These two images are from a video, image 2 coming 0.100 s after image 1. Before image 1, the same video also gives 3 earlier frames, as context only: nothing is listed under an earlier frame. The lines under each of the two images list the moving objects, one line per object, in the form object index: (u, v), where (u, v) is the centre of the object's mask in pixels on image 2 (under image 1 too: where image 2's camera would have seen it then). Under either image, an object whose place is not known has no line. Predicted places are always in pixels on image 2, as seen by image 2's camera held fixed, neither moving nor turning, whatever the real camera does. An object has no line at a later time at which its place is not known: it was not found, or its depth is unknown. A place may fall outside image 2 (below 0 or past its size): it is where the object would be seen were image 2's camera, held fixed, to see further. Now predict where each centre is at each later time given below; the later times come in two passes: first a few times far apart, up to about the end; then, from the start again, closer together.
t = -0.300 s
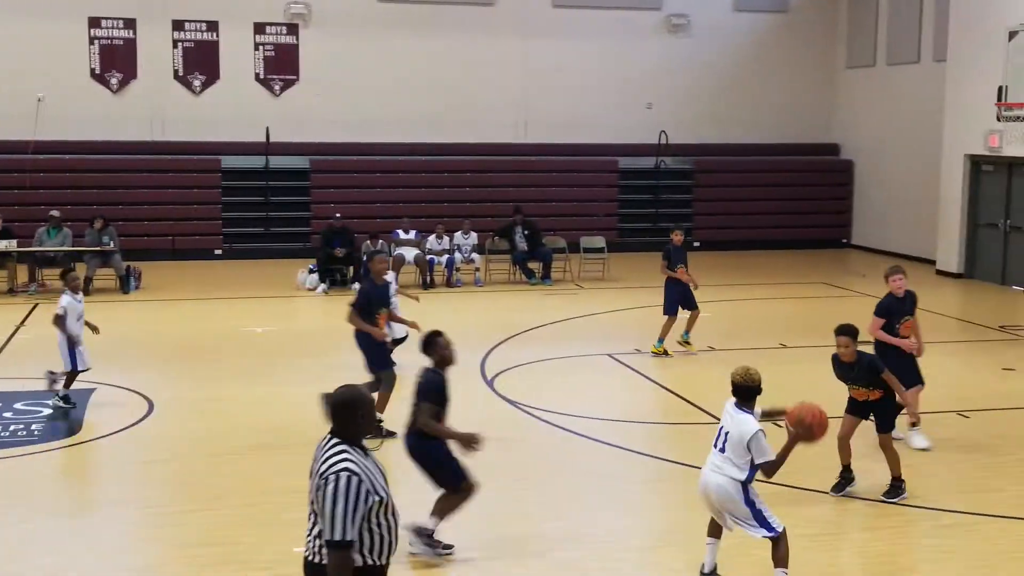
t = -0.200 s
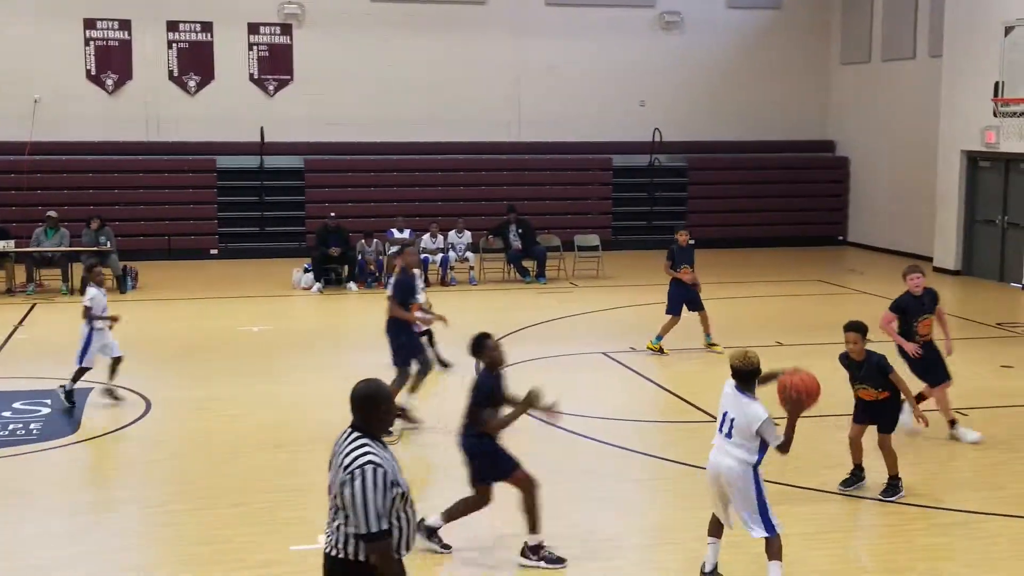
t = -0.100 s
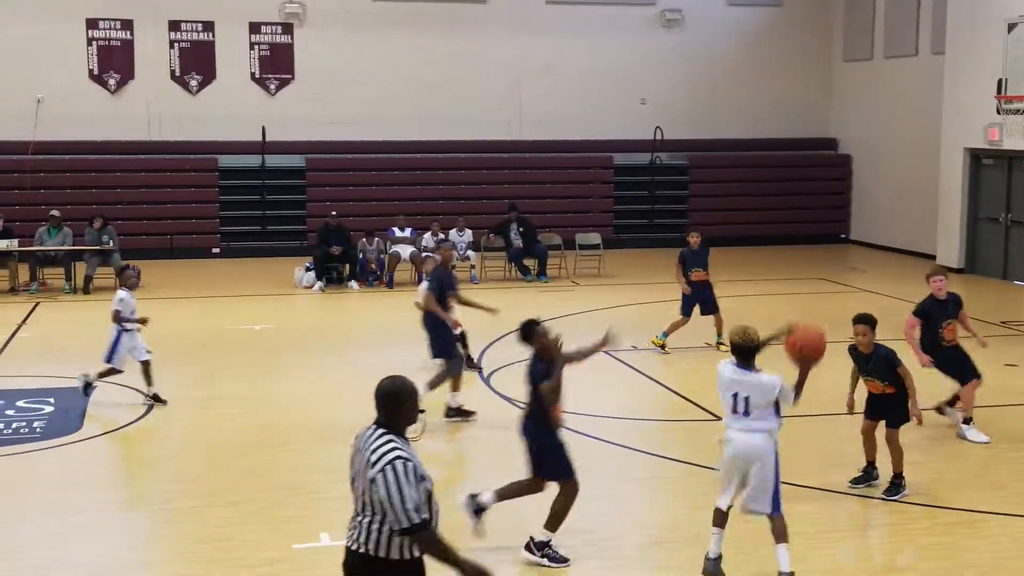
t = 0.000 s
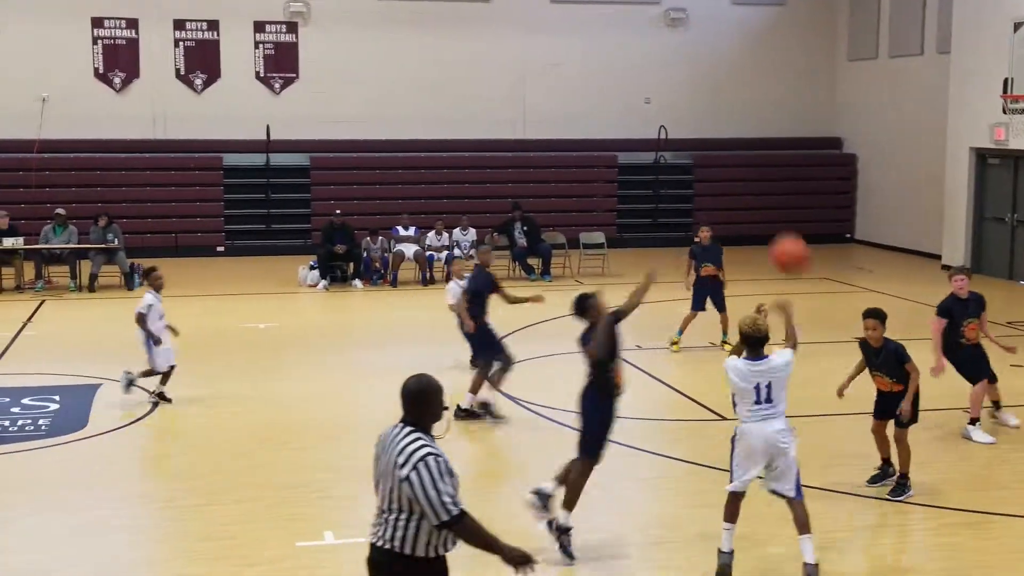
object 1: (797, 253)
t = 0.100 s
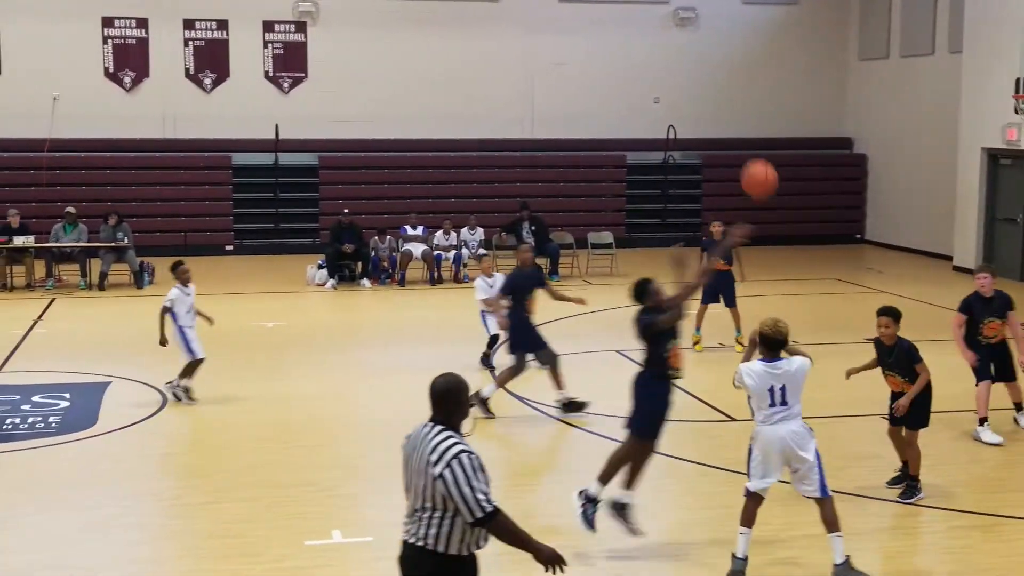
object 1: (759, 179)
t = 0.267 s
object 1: (703, 104)
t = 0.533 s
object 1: (634, 69)
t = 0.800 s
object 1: (584, 110)
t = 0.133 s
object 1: (748, 159)
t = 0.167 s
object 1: (735, 145)
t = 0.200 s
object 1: (724, 128)
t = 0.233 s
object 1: (713, 115)
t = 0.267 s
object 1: (703, 104)
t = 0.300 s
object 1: (693, 94)
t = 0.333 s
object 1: (684, 87)
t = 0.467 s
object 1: (650, 69)
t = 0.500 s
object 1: (642, 68)
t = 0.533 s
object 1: (634, 69)
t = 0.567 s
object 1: (627, 71)
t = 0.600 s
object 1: (621, 74)
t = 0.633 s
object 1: (614, 78)
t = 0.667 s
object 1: (608, 83)
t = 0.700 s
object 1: (602, 89)
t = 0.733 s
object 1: (596, 95)
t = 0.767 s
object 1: (590, 102)
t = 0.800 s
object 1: (584, 110)
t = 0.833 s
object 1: (579, 118)
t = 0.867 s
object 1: (574, 127)
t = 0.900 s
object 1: (568, 136)
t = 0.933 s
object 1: (563, 147)
